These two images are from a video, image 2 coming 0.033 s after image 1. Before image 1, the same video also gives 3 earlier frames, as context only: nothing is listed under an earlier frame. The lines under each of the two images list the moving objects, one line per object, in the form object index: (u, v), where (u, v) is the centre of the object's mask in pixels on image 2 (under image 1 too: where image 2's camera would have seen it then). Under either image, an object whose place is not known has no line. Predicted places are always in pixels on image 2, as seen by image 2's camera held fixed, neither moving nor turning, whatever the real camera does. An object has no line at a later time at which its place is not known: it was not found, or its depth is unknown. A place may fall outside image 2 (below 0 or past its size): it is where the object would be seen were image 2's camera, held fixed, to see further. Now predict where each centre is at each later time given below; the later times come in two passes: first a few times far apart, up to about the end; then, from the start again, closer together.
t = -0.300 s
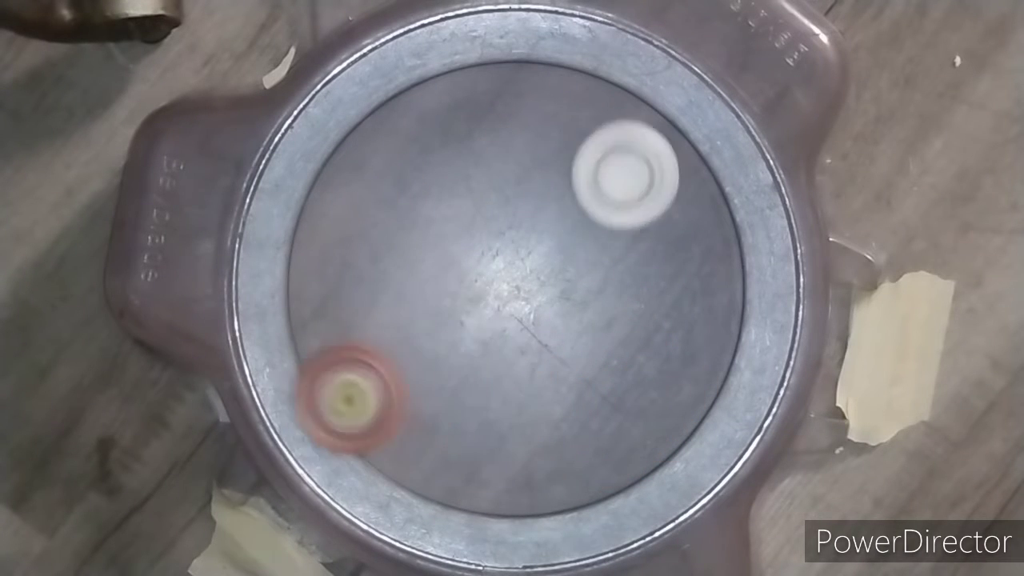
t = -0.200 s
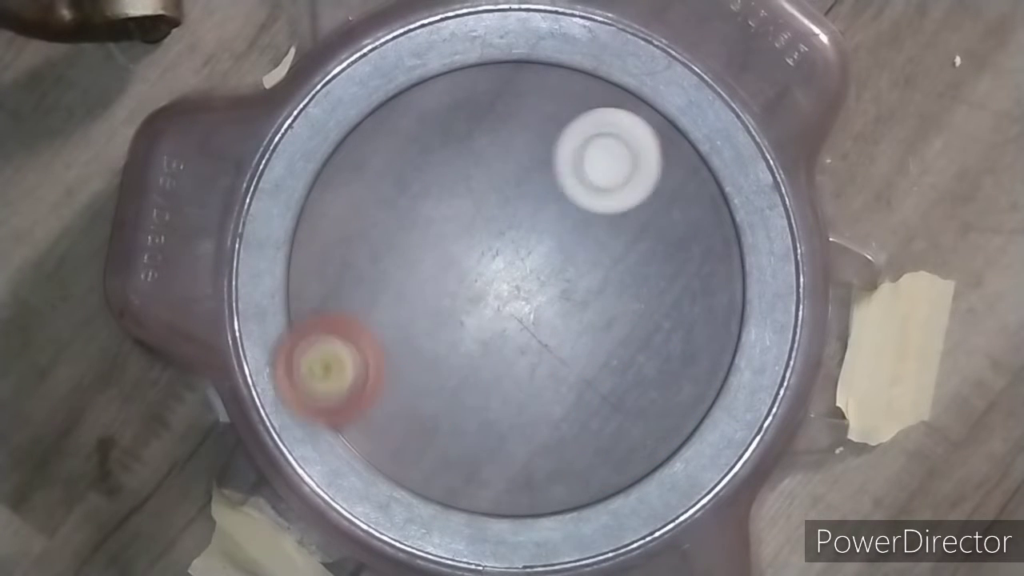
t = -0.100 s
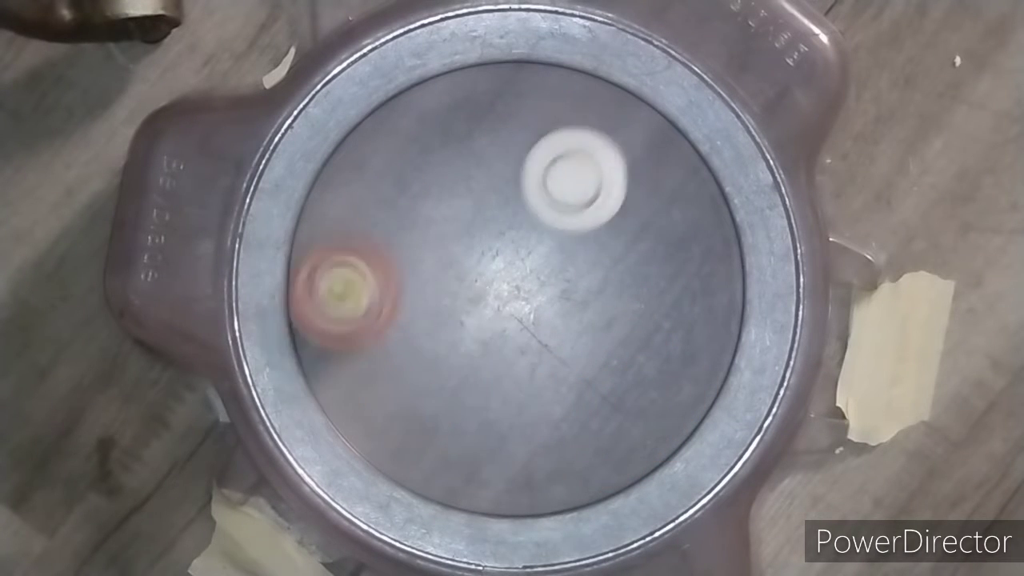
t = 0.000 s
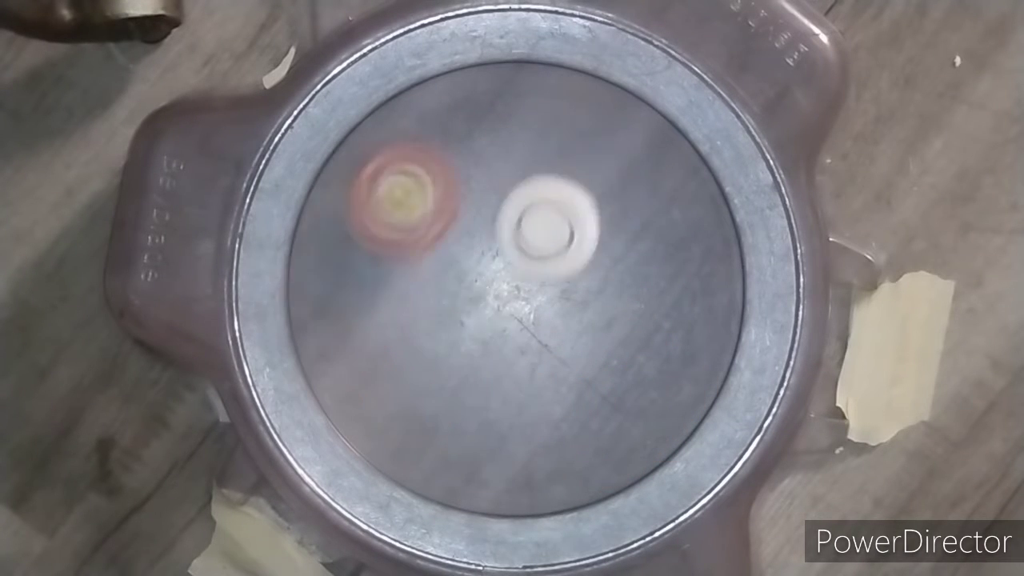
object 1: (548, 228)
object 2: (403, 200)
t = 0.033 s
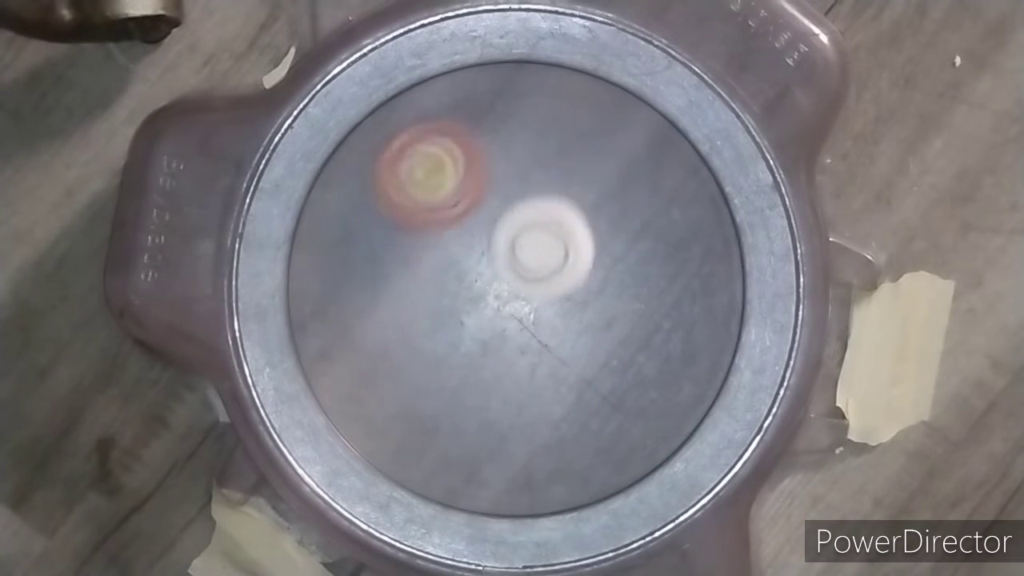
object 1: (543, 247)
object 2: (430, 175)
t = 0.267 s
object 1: (567, 397)
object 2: (685, 178)
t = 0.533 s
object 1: (546, 479)
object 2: (695, 417)
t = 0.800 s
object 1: (438, 470)
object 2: (532, 385)
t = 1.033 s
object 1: (386, 429)
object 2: (489, 324)
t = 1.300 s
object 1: (331, 357)
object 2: (526, 242)
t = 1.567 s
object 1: (362, 321)
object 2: (549, 224)
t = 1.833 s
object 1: (409, 237)
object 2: (585, 219)
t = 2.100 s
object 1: (417, 253)
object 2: (587, 240)
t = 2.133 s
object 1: (428, 256)
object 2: (586, 245)
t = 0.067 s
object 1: (541, 271)
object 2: (462, 154)
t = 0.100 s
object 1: (538, 293)
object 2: (497, 139)
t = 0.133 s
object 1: (539, 316)
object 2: (536, 131)
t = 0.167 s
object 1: (543, 338)
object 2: (574, 130)
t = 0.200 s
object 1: (549, 359)
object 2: (613, 137)
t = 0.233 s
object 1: (557, 380)
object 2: (654, 154)
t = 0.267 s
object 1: (567, 397)
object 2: (685, 178)
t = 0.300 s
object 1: (578, 411)
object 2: (713, 208)
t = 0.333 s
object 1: (590, 421)
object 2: (729, 249)
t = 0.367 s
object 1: (602, 426)
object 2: (735, 292)
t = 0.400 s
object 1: (613, 429)
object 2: (726, 340)
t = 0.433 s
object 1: (615, 432)
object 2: (719, 379)
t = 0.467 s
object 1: (588, 453)
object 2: (717, 395)
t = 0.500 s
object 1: (565, 467)
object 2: (711, 409)
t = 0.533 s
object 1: (546, 479)
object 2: (695, 417)
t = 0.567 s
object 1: (530, 490)
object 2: (673, 422)
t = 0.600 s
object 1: (514, 493)
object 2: (652, 424)
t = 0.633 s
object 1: (499, 488)
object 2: (630, 425)
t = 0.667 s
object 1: (485, 484)
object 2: (607, 421)
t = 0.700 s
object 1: (472, 480)
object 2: (585, 415)
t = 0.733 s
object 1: (460, 477)
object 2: (564, 406)
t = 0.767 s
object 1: (448, 473)
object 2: (547, 396)
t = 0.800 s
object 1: (438, 470)
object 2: (532, 385)
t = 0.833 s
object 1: (428, 467)
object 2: (520, 372)
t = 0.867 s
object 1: (419, 465)
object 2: (512, 360)
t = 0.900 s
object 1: (411, 462)
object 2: (505, 350)
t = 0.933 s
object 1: (402, 456)
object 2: (500, 341)
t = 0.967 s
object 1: (396, 449)
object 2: (496, 334)
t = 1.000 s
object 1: (391, 440)
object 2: (493, 329)
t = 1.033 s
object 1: (386, 429)
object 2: (489, 324)
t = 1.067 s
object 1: (383, 418)
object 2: (486, 319)
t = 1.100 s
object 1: (382, 405)
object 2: (483, 314)
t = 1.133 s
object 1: (381, 391)
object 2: (480, 309)
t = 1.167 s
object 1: (382, 375)
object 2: (477, 305)
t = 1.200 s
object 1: (383, 357)
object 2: (475, 300)
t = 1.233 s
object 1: (364, 355)
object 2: (489, 281)
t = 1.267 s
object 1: (345, 357)
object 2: (510, 259)
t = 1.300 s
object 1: (331, 357)
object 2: (526, 242)
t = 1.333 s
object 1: (321, 357)
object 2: (537, 231)
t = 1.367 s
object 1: (324, 353)
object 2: (544, 226)
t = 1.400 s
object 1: (328, 350)
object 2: (547, 223)
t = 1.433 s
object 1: (332, 346)
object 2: (548, 222)
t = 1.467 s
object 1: (336, 342)
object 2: (549, 222)
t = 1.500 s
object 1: (343, 335)
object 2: (550, 222)
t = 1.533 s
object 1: (351, 329)
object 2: (550, 222)
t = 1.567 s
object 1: (362, 321)
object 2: (549, 224)
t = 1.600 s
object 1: (373, 312)
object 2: (549, 225)
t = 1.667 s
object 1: (401, 287)
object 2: (548, 226)
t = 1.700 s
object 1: (417, 272)
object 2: (547, 227)
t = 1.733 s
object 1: (433, 256)
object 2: (546, 228)
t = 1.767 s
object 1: (429, 246)
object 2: (557, 225)
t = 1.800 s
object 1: (417, 241)
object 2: (573, 220)
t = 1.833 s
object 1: (409, 237)
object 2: (585, 219)
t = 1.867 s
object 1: (402, 234)
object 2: (589, 221)
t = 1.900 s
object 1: (396, 233)
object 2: (590, 224)
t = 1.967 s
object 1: (392, 237)
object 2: (589, 229)
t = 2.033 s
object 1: (399, 245)
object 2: (588, 234)
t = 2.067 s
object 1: (407, 249)
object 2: (588, 237)
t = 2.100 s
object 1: (417, 253)
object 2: (587, 240)
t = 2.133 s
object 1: (428, 256)
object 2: (586, 245)
